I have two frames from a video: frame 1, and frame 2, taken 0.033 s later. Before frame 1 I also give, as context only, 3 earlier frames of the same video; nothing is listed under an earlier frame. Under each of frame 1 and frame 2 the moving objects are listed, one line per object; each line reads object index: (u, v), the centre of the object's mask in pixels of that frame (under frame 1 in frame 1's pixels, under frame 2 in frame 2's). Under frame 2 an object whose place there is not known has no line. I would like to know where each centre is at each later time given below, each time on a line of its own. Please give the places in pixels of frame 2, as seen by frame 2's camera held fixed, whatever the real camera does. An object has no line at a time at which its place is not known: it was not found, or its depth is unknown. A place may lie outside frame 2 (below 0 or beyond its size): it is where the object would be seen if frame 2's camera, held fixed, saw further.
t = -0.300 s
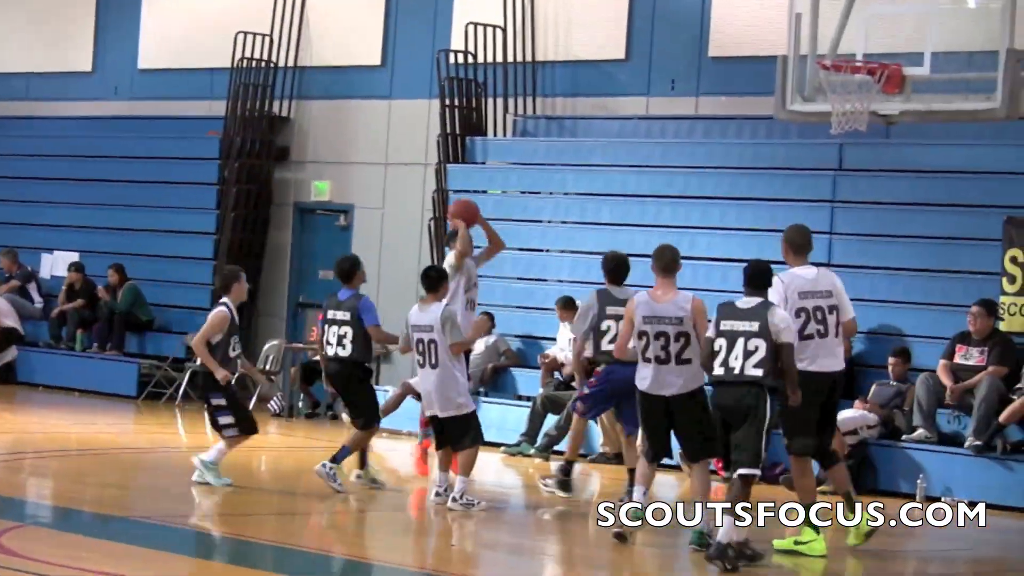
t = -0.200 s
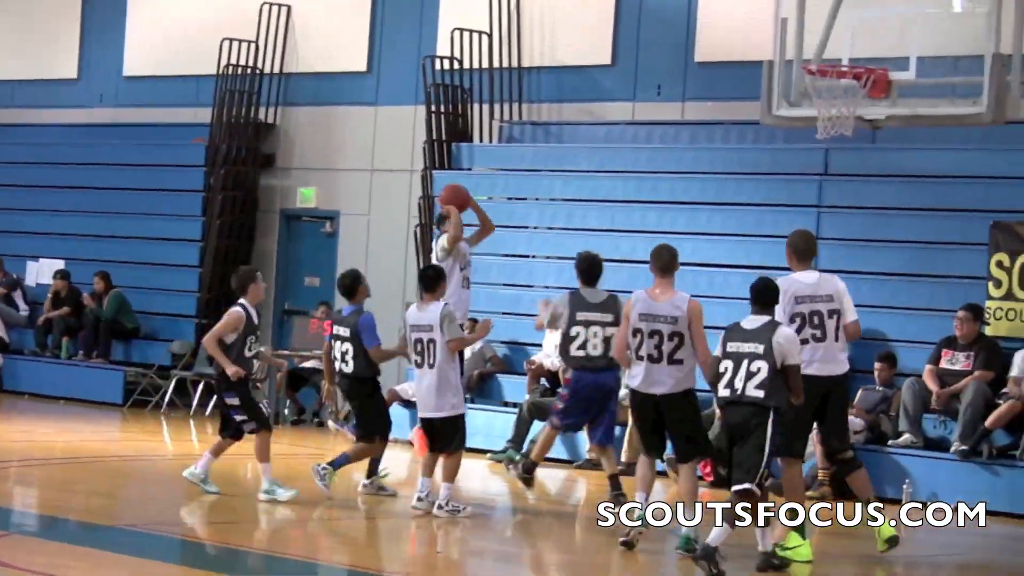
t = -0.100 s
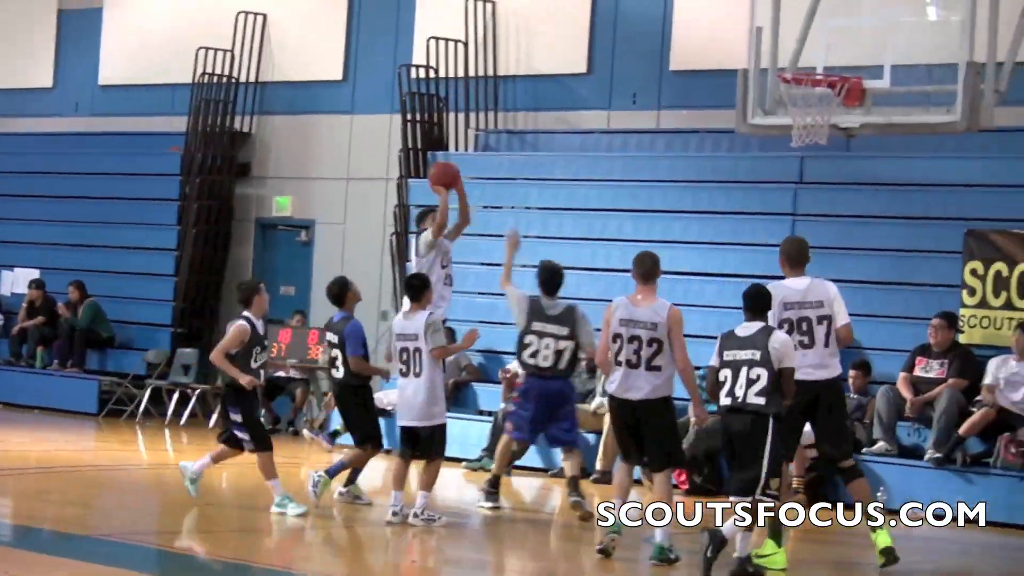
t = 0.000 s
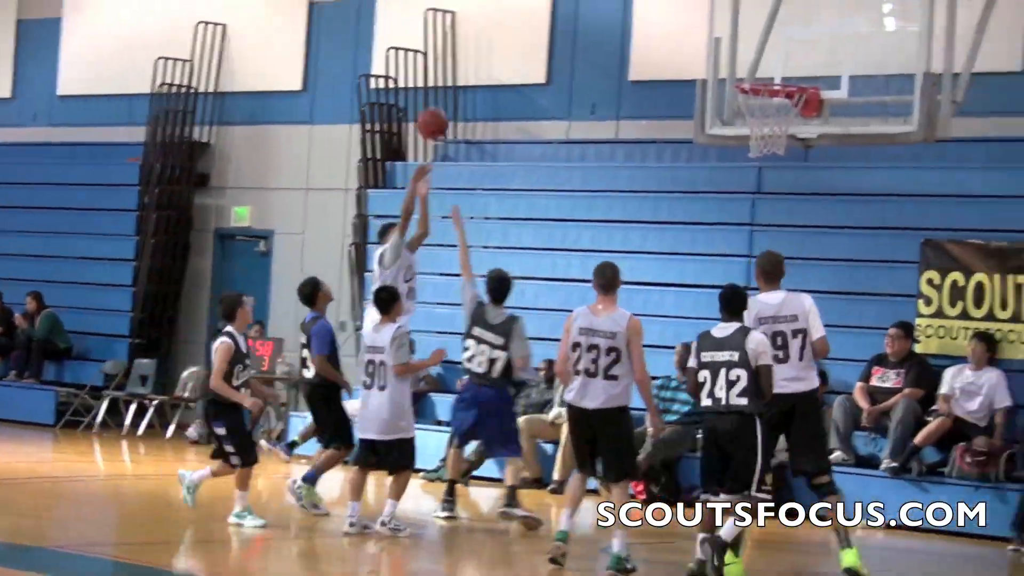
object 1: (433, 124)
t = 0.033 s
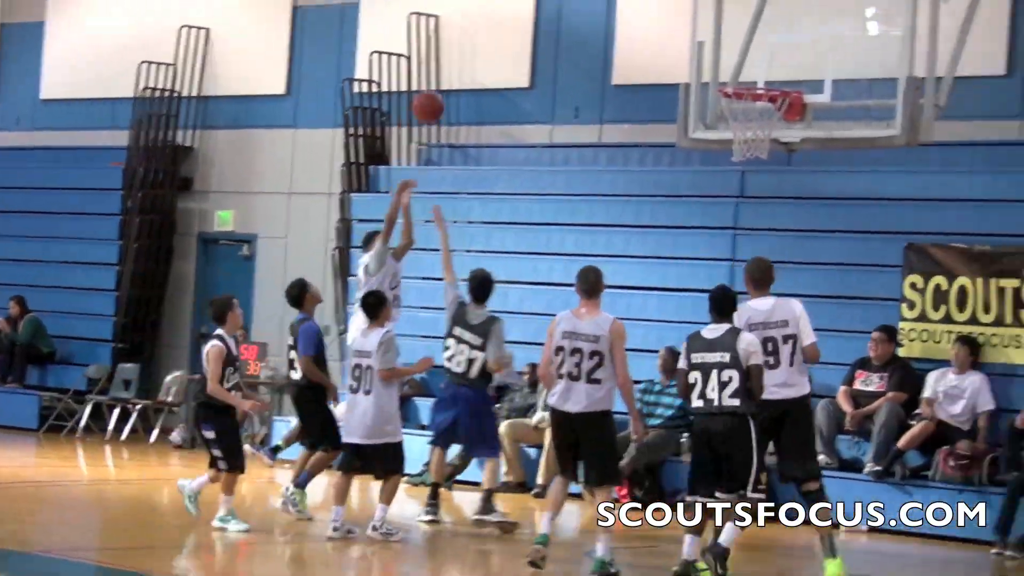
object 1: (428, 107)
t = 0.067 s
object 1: (440, 86)
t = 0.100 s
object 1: (452, 68)
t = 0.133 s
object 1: (463, 51)
